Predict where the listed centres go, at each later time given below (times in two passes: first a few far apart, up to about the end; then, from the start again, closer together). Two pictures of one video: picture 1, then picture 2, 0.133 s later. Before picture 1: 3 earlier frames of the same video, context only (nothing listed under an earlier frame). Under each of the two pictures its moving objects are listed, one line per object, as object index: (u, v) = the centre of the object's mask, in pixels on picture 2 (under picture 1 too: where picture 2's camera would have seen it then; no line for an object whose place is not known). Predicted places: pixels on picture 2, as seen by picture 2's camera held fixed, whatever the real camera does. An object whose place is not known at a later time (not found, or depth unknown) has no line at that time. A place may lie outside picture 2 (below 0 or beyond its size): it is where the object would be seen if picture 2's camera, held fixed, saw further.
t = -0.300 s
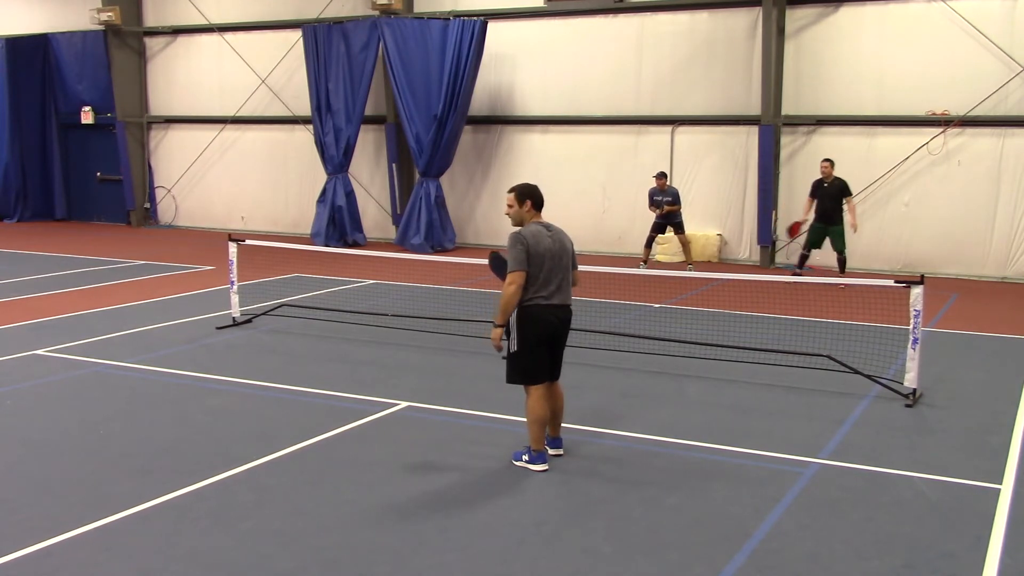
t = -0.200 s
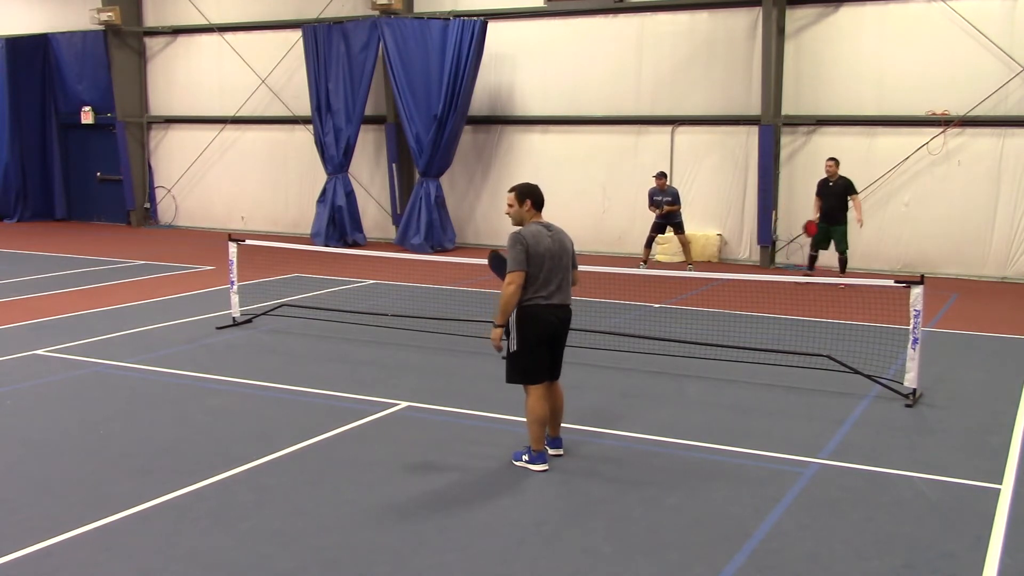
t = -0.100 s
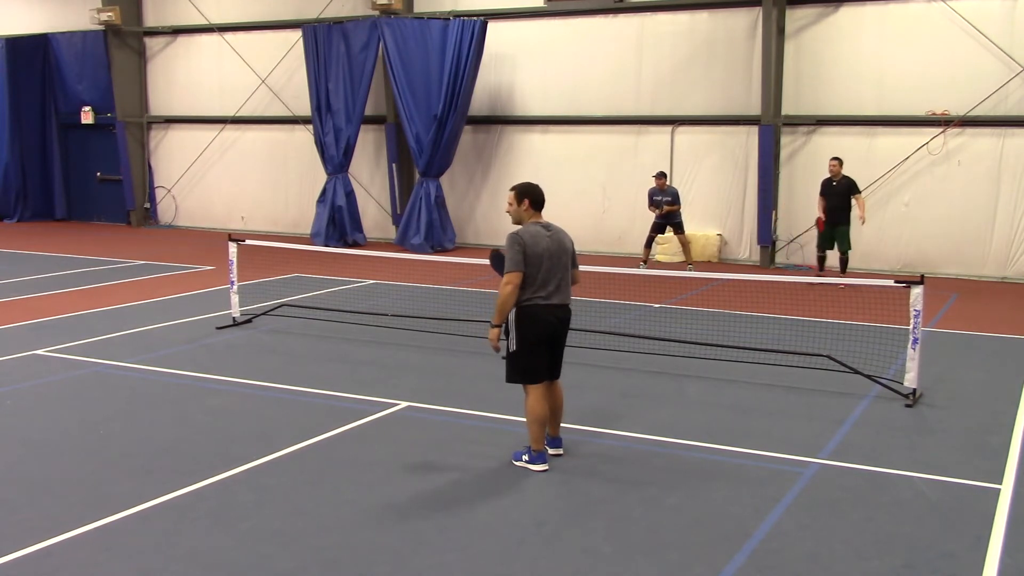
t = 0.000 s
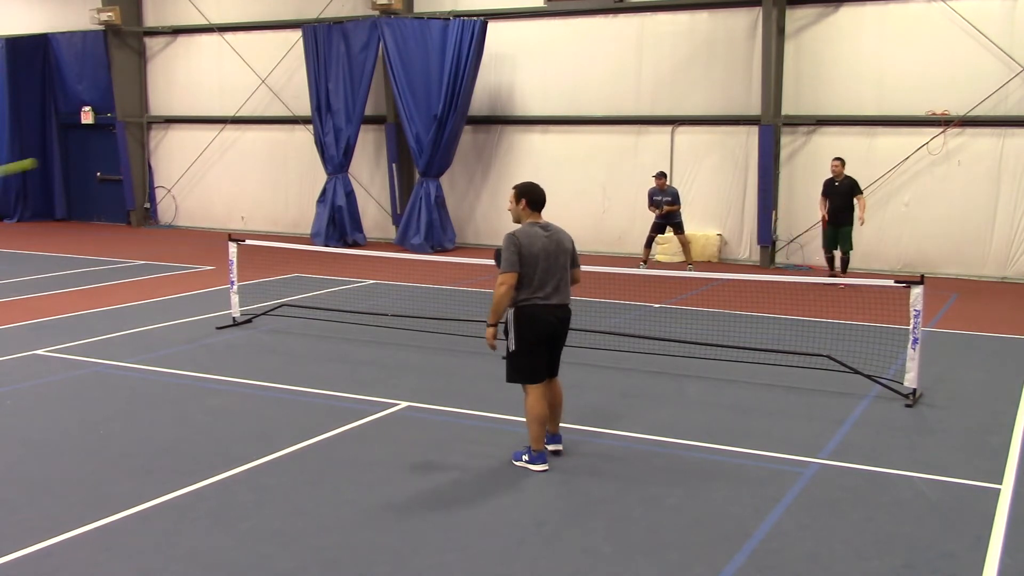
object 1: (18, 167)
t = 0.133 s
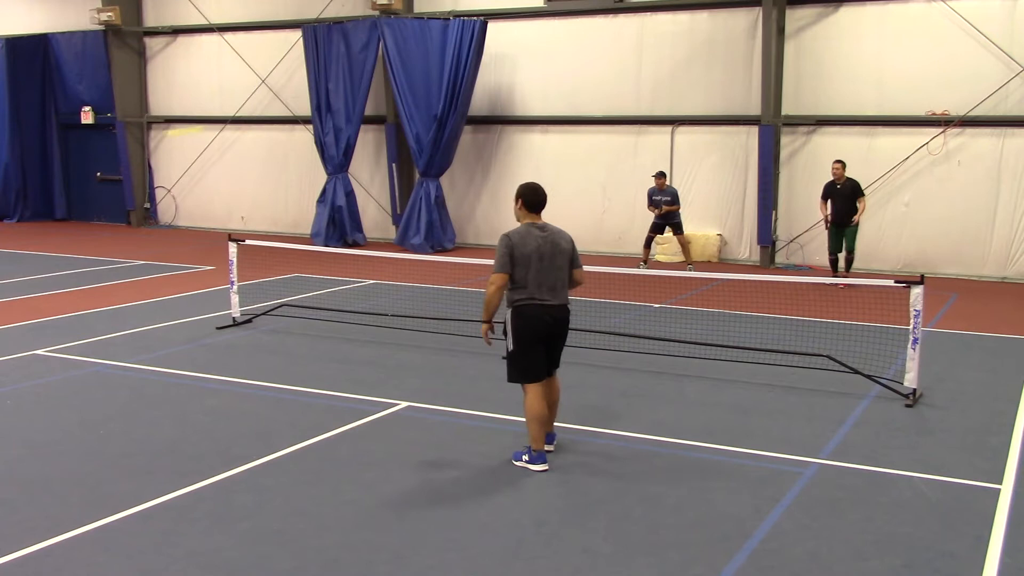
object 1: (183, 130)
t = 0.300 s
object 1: (351, 121)
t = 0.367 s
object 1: (405, 125)
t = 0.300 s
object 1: (351, 121)
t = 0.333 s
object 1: (378, 122)
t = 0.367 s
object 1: (405, 125)
